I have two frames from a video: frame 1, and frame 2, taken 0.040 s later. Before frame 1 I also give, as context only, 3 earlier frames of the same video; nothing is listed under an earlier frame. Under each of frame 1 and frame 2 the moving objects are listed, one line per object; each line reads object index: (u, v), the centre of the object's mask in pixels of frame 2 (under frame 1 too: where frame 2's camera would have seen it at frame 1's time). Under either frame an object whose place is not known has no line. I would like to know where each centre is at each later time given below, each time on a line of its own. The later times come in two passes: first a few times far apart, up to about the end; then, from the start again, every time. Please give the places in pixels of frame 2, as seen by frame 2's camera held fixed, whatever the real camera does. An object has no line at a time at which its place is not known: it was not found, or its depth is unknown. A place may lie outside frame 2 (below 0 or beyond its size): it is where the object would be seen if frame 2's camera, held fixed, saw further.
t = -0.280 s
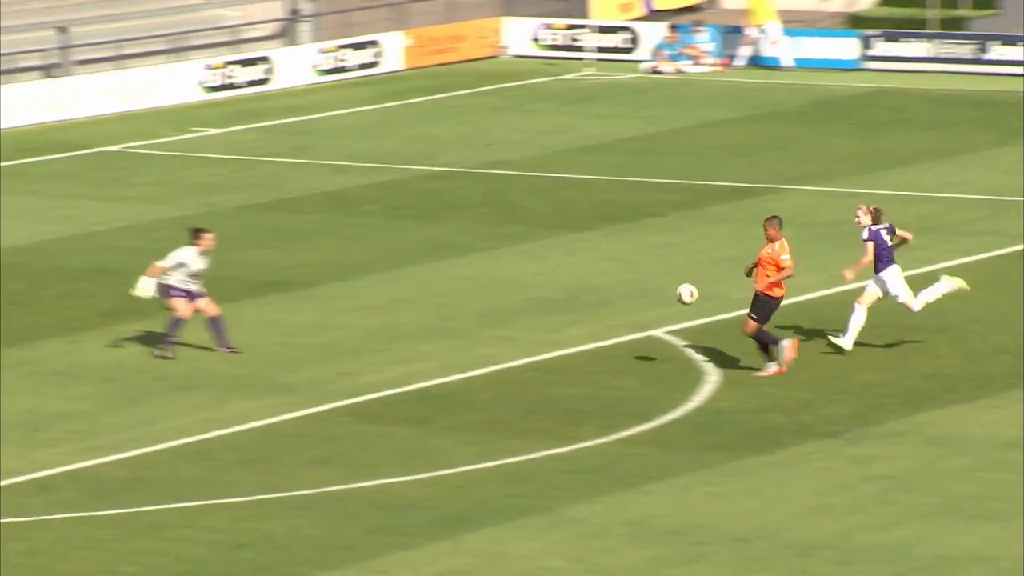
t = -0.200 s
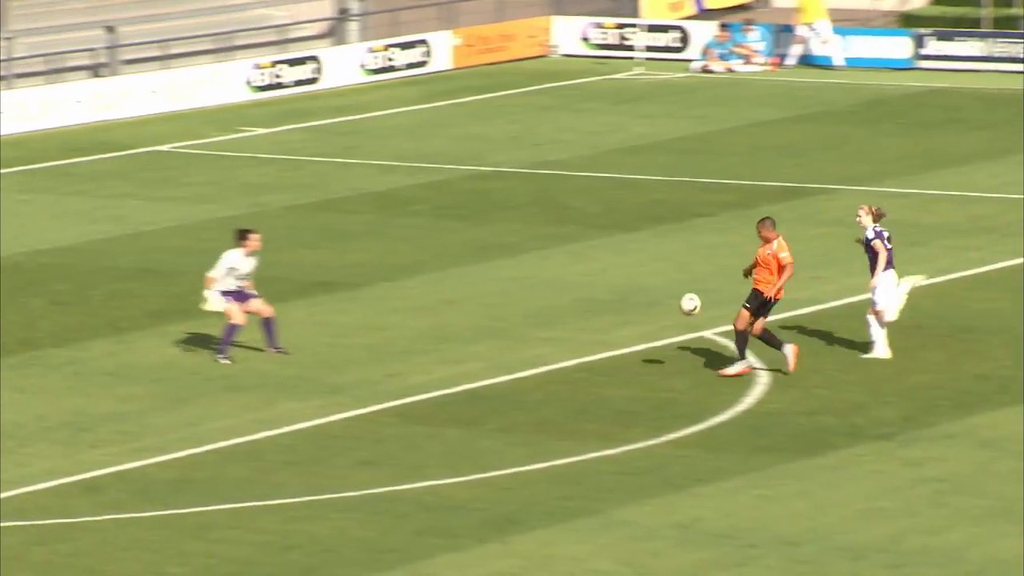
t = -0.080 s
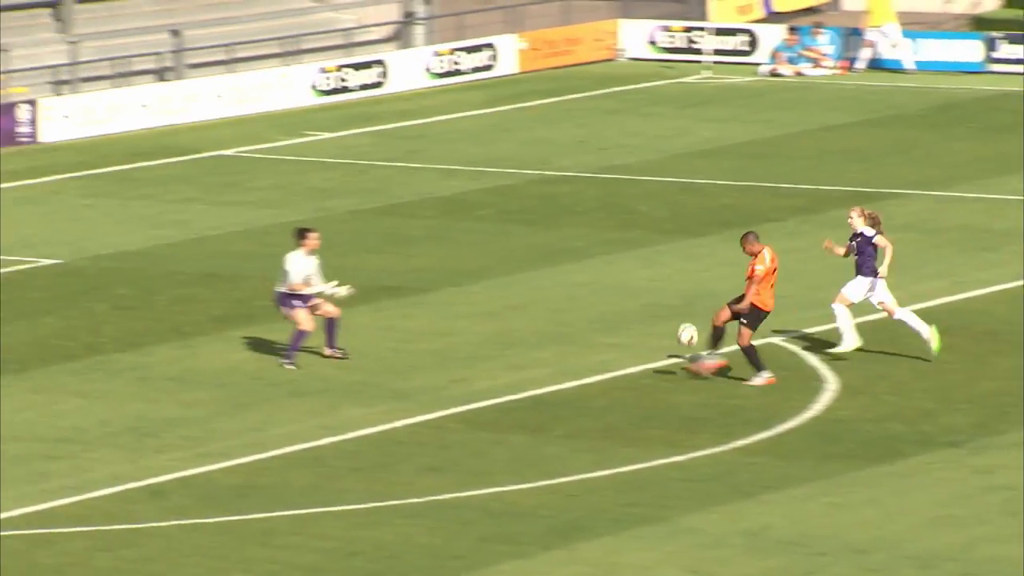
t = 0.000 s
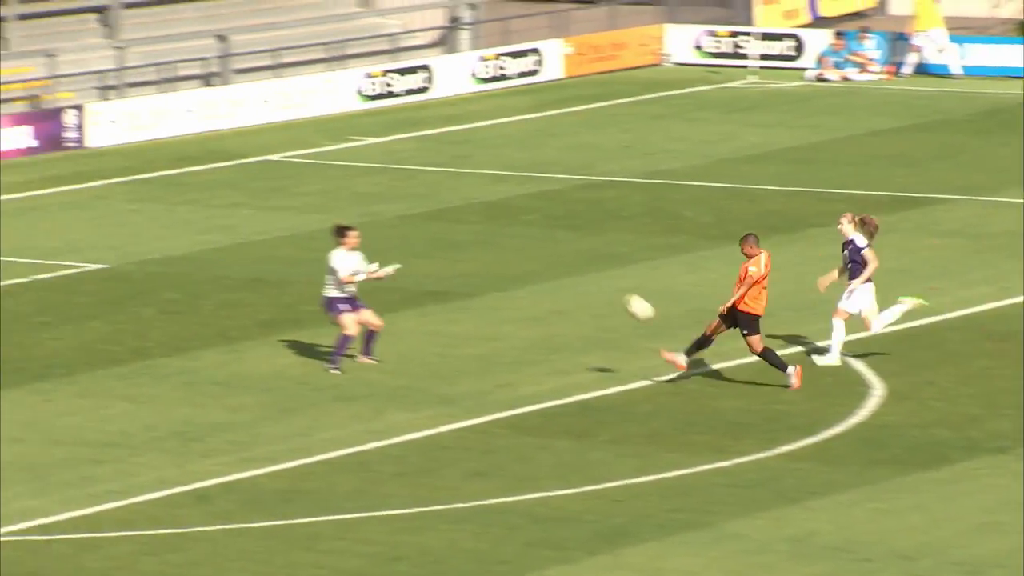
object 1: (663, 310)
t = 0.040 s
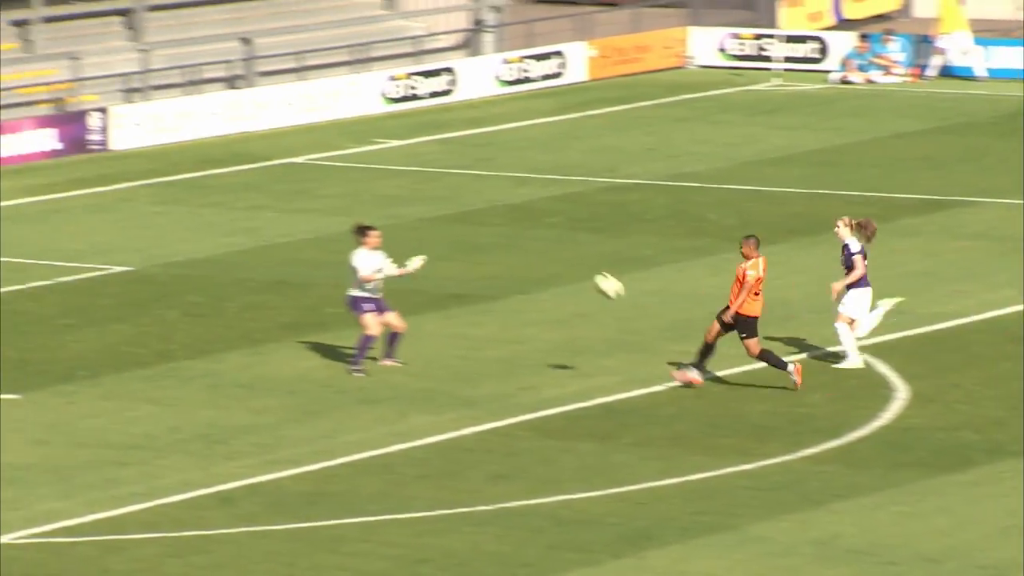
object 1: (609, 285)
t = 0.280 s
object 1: (290, 180)
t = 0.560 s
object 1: (-73, 137)
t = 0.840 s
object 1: (-449, 182)
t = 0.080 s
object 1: (554, 263)
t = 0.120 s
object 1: (500, 242)
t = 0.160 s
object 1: (447, 223)
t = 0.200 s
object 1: (394, 207)
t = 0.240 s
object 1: (342, 193)
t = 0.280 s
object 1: (290, 180)
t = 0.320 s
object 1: (240, 166)
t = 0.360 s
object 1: (188, 157)
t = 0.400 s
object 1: (136, 152)
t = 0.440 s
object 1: (84, 144)
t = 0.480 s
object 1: (30, 141)
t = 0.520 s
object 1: (-22, 138)
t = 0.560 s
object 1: (-73, 137)
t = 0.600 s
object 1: (-126, 138)
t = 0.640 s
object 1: (-179, 141)
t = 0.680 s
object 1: (-232, 145)
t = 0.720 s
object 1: (-286, 152)
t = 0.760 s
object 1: (-339, 160)
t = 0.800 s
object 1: (-394, 170)
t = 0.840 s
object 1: (-449, 182)
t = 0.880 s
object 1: (-504, 197)
